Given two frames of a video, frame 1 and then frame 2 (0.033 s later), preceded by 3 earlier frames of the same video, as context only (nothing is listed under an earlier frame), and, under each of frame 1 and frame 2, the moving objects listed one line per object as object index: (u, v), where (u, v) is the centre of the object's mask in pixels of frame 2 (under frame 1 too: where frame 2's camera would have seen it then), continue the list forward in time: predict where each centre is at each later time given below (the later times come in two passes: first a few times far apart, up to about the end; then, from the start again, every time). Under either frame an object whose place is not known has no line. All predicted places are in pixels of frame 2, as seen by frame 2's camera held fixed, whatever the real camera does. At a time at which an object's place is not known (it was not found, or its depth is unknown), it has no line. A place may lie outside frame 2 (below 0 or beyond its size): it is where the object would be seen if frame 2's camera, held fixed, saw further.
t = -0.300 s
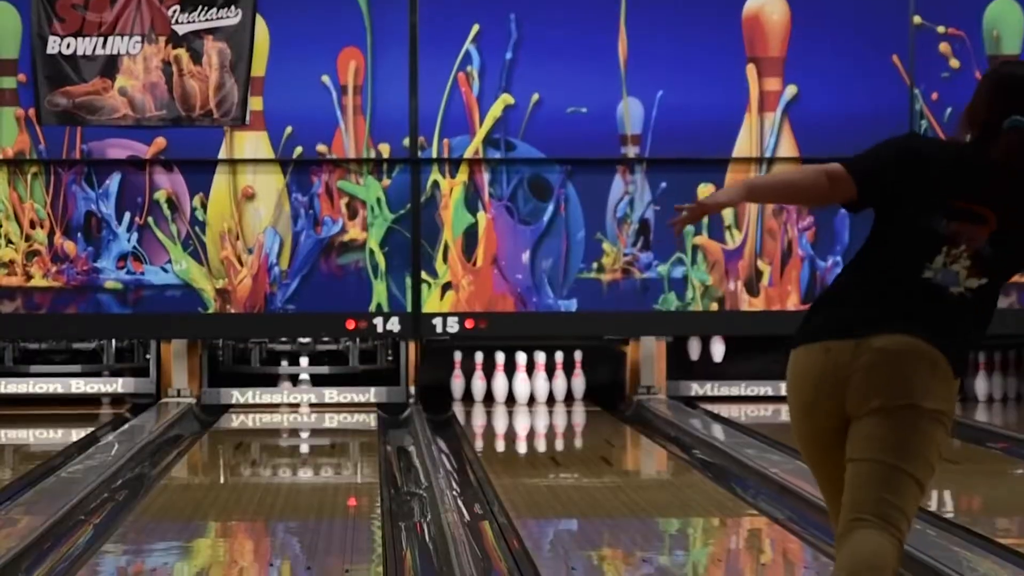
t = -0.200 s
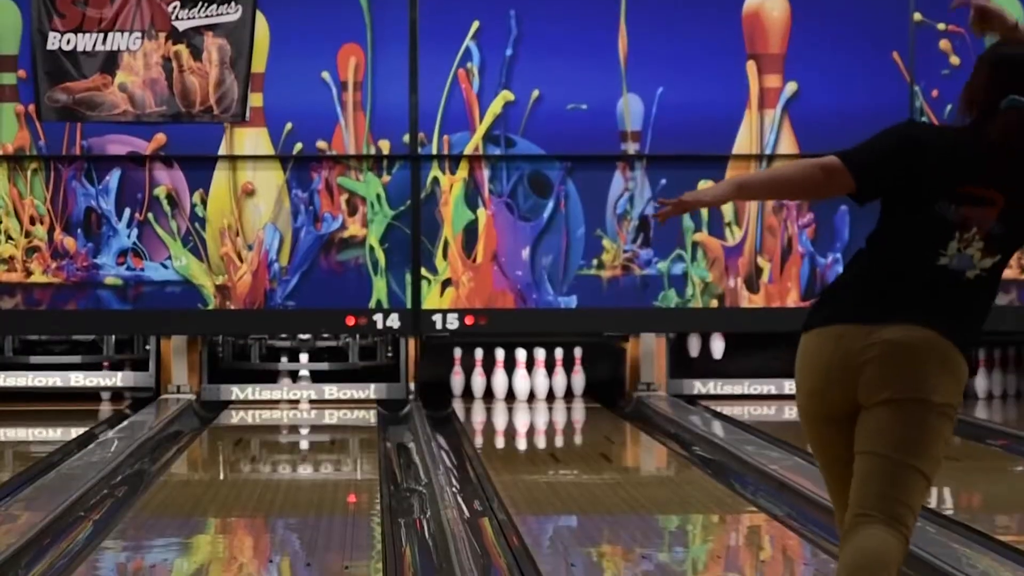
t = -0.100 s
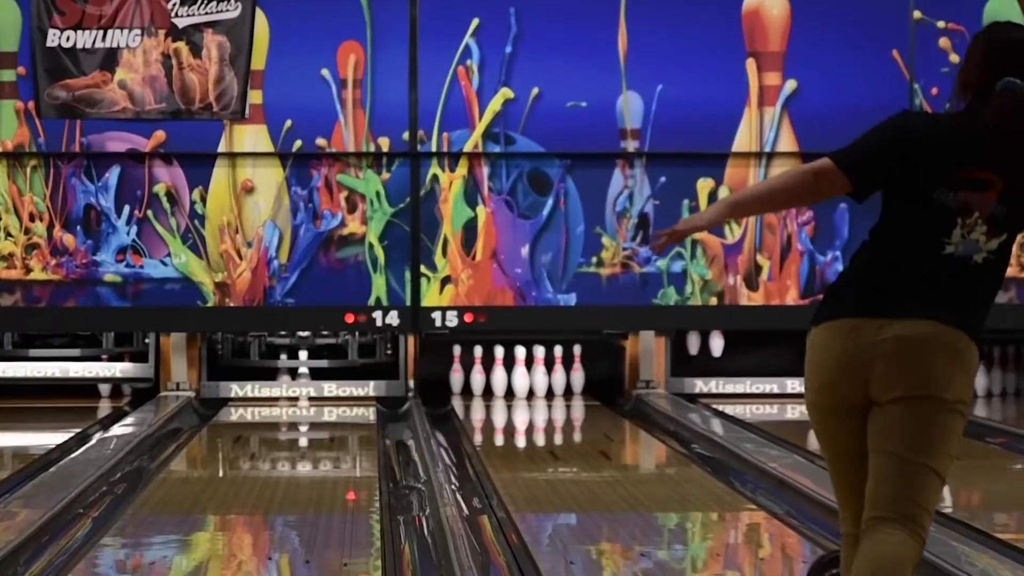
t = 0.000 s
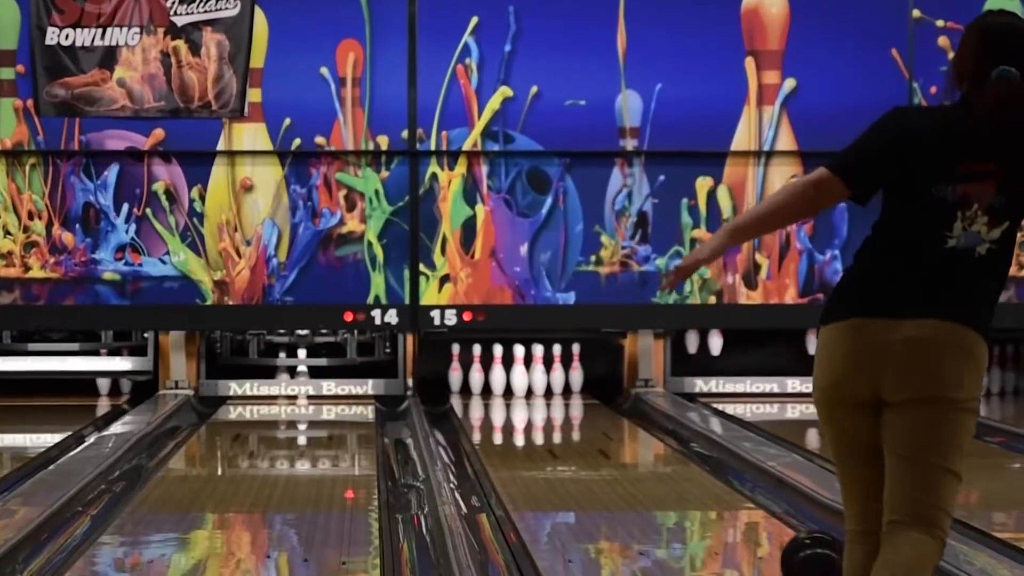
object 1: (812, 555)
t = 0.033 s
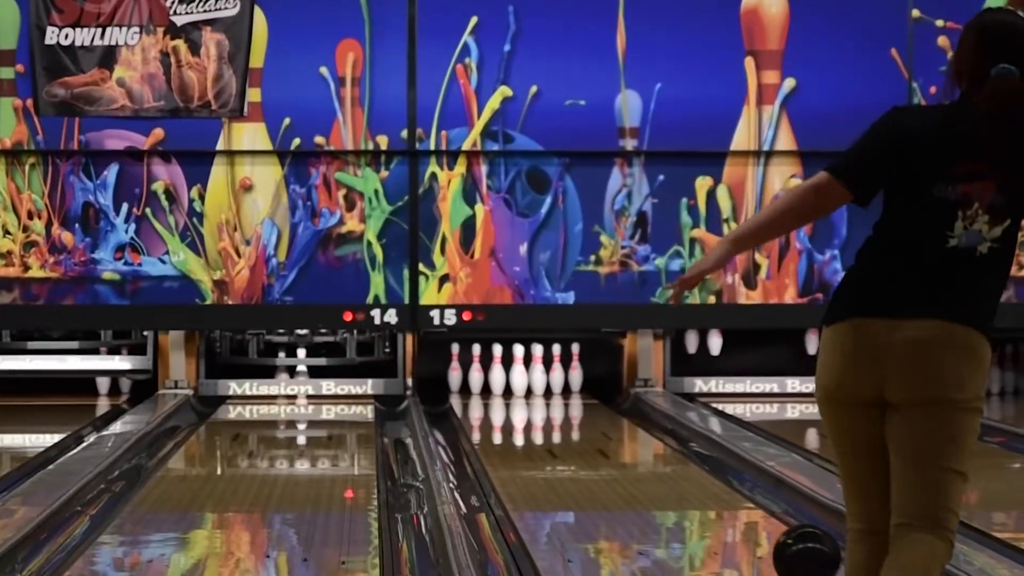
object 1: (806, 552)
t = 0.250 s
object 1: (762, 523)
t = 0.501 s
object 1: (722, 491)
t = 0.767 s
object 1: (687, 465)
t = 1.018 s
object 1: (659, 446)
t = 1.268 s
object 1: (636, 430)
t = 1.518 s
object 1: (614, 415)
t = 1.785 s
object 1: (594, 403)
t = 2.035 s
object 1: (573, 394)
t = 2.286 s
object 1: (549, 387)
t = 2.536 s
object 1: (531, 382)
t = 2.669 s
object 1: (527, 381)
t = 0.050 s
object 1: (802, 551)
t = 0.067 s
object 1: (799, 549)
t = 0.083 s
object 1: (795, 547)
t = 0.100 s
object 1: (791, 545)
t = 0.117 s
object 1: (788, 543)
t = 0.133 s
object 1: (785, 540)
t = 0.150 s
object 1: (781, 538)
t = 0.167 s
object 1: (778, 535)
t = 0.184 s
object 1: (774, 532)
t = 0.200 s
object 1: (771, 530)
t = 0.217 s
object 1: (768, 527)
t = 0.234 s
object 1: (765, 525)
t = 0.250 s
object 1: (762, 523)
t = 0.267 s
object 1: (759, 520)
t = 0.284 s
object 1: (756, 518)
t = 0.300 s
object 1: (753, 516)
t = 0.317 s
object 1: (750, 514)
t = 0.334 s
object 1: (748, 511)
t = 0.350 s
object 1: (745, 509)
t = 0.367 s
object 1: (742, 507)
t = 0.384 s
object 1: (740, 505)
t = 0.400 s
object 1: (737, 503)
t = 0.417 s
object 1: (734, 501)
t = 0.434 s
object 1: (732, 499)
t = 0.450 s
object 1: (730, 497)
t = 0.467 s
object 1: (727, 495)
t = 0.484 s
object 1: (725, 493)
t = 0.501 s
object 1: (722, 491)
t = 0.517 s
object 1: (720, 489)
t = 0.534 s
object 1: (717, 488)
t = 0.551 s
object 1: (715, 486)
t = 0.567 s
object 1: (712, 484)
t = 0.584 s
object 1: (710, 482)
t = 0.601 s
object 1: (707, 481)
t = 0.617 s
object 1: (705, 480)
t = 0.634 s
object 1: (703, 478)
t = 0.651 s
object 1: (701, 476)
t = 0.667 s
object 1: (699, 474)
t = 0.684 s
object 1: (697, 473)
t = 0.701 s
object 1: (695, 471)
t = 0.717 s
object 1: (693, 470)
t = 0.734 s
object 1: (691, 468)
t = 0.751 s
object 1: (689, 467)
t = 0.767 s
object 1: (687, 465)
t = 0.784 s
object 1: (685, 464)
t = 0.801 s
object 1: (683, 462)
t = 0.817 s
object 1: (681, 461)
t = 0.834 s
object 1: (679, 459)
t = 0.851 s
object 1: (677, 458)
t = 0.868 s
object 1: (675, 457)
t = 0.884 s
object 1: (674, 455)
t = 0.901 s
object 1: (672, 454)
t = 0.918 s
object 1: (670, 453)
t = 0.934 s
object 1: (668, 452)
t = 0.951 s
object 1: (666, 450)
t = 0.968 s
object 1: (665, 449)
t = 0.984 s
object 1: (663, 448)
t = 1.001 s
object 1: (661, 447)
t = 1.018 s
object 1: (659, 446)
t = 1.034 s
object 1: (658, 444)
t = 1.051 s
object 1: (656, 443)
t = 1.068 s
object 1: (655, 442)
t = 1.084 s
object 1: (653, 440)
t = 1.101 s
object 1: (652, 439)
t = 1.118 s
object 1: (650, 438)
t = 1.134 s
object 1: (648, 437)
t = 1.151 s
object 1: (647, 436)
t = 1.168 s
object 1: (645, 435)
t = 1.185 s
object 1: (644, 434)
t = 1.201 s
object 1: (642, 433)
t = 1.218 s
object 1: (641, 432)
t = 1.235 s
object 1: (639, 431)
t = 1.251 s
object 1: (638, 430)
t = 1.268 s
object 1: (636, 430)
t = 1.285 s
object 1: (635, 428)
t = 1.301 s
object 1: (634, 427)
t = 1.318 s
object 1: (632, 427)
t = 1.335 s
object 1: (631, 426)
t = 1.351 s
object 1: (629, 425)
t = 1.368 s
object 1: (627, 424)
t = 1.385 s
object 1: (626, 423)
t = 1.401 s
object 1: (624, 422)
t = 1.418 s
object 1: (622, 421)
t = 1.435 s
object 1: (621, 421)
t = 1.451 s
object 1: (620, 420)
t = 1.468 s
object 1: (619, 419)
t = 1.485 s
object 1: (617, 417)
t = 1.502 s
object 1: (616, 417)
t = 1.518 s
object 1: (614, 415)
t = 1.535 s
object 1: (613, 414)
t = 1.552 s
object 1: (612, 413)
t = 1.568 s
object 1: (611, 412)
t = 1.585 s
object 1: (610, 412)
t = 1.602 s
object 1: (609, 410)
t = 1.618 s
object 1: (607, 409)
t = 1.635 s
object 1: (606, 409)
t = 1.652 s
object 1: (605, 408)
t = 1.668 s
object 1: (603, 408)
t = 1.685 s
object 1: (602, 407)
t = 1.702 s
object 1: (601, 406)
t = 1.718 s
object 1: (599, 406)
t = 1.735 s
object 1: (598, 405)
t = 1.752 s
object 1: (596, 404)
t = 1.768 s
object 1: (595, 403)
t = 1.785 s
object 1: (594, 403)
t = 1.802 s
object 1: (593, 402)
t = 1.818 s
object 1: (591, 402)
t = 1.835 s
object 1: (590, 402)
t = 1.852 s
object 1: (589, 400)
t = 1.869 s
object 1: (587, 400)
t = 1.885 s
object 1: (585, 400)
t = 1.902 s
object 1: (583, 399)
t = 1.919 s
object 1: (581, 398)
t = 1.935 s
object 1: (581, 398)
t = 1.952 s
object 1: (579, 397)
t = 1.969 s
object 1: (578, 396)
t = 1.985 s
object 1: (577, 396)
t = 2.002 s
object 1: (576, 395)
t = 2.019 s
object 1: (574, 395)
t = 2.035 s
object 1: (573, 394)
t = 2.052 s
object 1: (571, 394)
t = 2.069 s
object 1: (569, 393)
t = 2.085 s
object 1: (568, 393)
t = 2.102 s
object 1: (566, 392)
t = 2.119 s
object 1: (565, 392)
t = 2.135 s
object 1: (564, 391)
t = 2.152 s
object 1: (561, 391)
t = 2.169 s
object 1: (560, 391)
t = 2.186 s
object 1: (558, 391)
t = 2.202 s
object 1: (557, 390)
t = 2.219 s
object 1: (555, 389)
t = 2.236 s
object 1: (553, 389)
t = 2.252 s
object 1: (552, 388)
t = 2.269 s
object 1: (550, 388)
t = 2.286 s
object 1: (549, 387)
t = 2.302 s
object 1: (547, 387)
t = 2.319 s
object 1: (545, 387)
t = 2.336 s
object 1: (542, 387)
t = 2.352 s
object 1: (541, 387)
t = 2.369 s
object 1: (540, 386)
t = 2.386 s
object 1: (539, 385)
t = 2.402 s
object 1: (537, 384)
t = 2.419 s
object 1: (535, 384)
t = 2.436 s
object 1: (535, 384)
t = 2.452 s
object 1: (533, 384)
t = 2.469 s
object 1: (532, 384)
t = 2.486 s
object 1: (532, 383)
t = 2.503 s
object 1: (532, 383)
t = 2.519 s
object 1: (533, 383)
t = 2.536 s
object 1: (531, 382)
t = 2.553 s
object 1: (531, 382)
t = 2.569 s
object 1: (530, 382)
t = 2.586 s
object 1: (529, 382)
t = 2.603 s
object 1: (528, 382)
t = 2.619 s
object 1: (528, 381)
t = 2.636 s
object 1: (527, 381)
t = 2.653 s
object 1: (527, 382)
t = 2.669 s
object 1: (527, 381)
